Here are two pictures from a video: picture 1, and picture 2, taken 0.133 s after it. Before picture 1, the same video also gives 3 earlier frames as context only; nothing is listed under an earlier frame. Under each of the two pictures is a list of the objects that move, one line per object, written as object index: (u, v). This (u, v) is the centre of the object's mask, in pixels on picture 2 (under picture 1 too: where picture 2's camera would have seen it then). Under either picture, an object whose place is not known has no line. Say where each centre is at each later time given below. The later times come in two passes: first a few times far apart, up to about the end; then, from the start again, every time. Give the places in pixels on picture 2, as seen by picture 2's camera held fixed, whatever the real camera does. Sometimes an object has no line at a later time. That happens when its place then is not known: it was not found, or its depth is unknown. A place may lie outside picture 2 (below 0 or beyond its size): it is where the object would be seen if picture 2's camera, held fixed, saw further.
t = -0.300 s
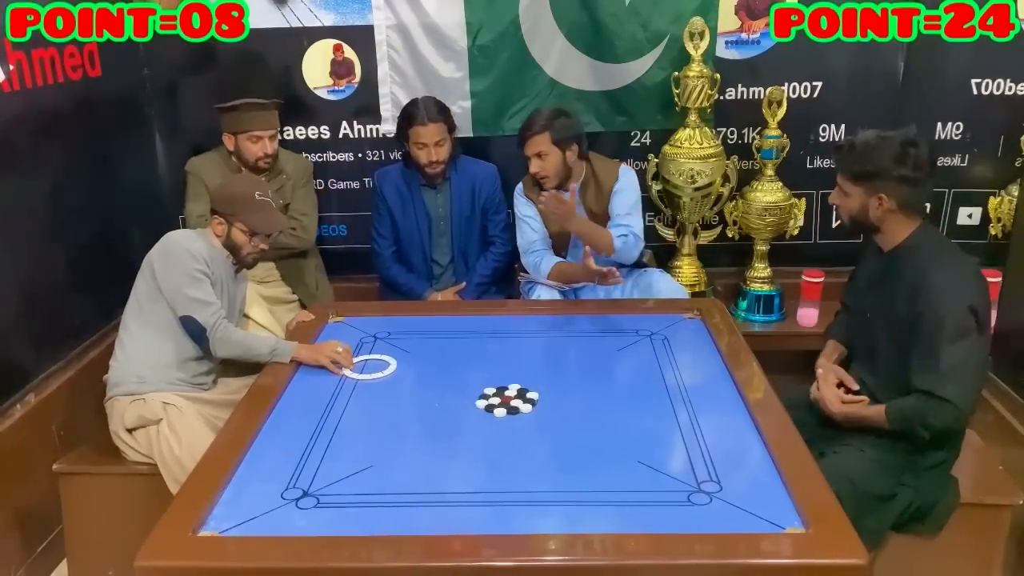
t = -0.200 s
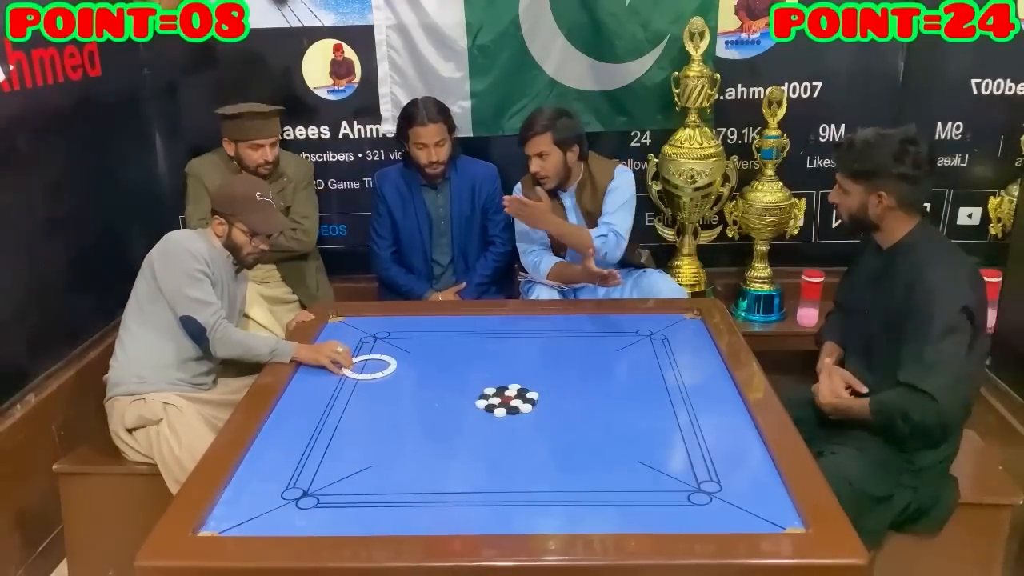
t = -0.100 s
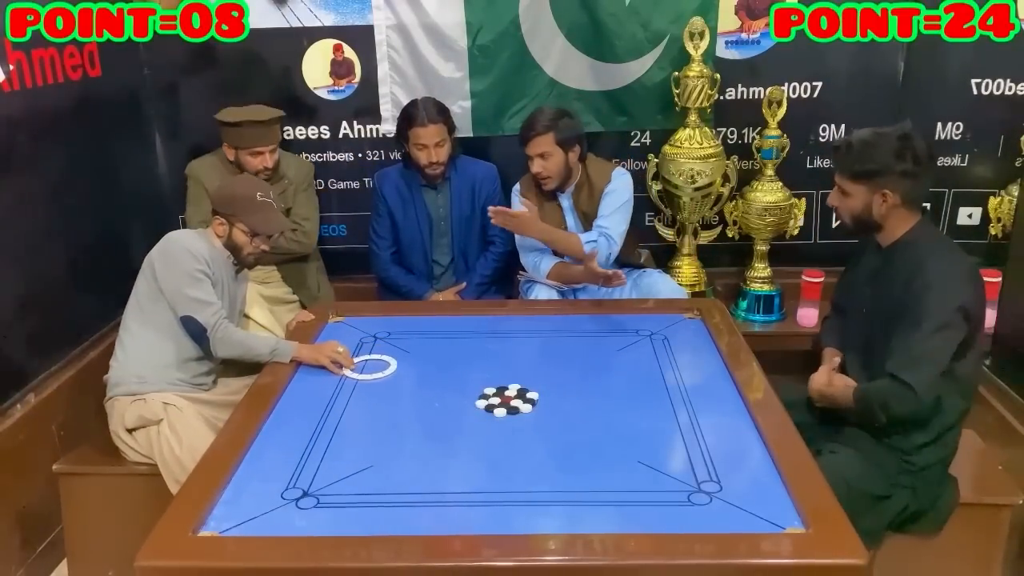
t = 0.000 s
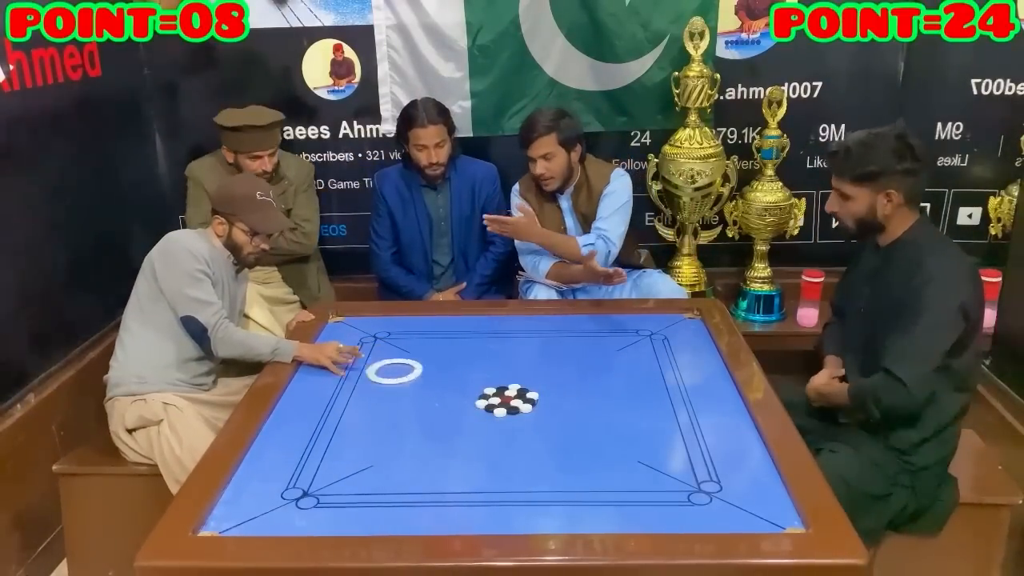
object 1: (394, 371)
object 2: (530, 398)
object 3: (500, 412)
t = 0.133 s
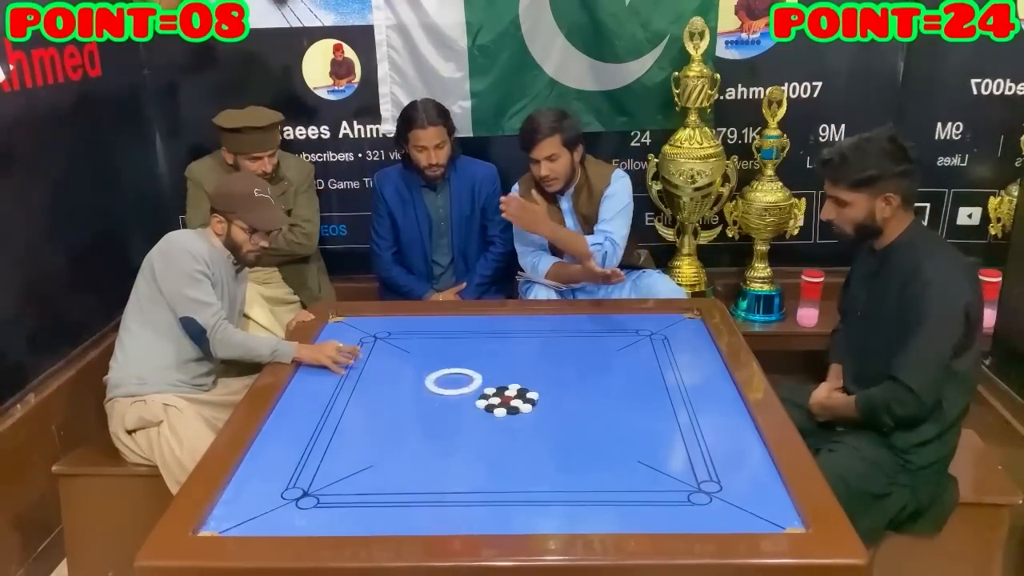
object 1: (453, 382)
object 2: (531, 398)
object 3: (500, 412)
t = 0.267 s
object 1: (479, 381)
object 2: (554, 400)
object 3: (496, 420)
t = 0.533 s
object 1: (514, 377)
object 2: (632, 412)
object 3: (487, 440)
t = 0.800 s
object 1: (546, 373)
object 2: (704, 420)
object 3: (478, 458)
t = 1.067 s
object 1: (575, 369)
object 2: (728, 426)
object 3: (468, 475)
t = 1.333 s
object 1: (601, 367)
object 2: (675, 431)
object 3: (459, 491)
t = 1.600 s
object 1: (623, 363)
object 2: (623, 436)
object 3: (451, 503)
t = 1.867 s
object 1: (638, 362)
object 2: (573, 441)
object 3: (444, 512)
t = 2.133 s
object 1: (647, 362)
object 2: (526, 444)
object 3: (439, 517)
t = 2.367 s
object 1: (653, 361)
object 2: (487, 446)
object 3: (437, 519)
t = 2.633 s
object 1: (655, 361)
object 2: (445, 449)
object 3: (428, 515)
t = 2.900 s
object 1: (655, 361)
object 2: (406, 452)
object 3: (421, 514)
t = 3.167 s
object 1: (655, 361)
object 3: (416, 514)
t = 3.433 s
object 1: (655, 361)
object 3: (413, 513)
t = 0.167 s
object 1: (465, 383)
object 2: (533, 398)
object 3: (500, 412)
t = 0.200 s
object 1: (469, 382)
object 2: (540, 399)
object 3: (499, 414)
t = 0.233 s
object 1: (474, 382)
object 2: (546, 399)
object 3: (497, 417)
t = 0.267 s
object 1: (479, 381)
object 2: (554, 400)
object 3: (496, 420)
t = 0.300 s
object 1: (484, 381)
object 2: (568, 406)
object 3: (495, 422)
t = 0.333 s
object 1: (488, 380)
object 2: (577, 407)
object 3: (494, 425)
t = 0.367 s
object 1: (493, 380)
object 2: (586, 408)
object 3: (493, 427)
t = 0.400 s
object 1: (497, 379)
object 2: (595, 409)
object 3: (492, 430)
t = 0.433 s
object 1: (502, 379)
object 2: (605, 410)
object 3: (491, 432)
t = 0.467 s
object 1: (506, 378)
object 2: (614, 410)
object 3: (490, 435)
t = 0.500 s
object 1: (510, 377)
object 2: (623, 411)
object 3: (489, 437)
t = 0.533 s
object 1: (514, 377)
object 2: (632, 412)
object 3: (487, 440)
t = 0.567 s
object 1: (518, 377)
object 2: (641, 414)
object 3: (486, 442)
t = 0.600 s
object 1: (523, 376)
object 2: (650, 414)
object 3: (485, 444)
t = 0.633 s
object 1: (527, 376)
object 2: (659, 415)
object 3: (484, 447)
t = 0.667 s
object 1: (530, 375)
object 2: (668, 416)
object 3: (482, 449)
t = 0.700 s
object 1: (535, 375)
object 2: (677, 417)
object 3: (481, 451)
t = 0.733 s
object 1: (538, 374)
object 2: (686, 418)
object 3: (480, 454)
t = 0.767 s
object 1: (542, 374)
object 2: (695, 419)
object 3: (479, 456)
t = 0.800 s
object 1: (546, 373)
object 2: (704, 420)
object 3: (478, 458)
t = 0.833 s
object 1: (550, 373)
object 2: (713, 420)
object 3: (476, 460)
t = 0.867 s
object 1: (554, 372)
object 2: (722, 421)
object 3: (475, 463)
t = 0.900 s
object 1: (557, 372)
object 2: (731, 422)
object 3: (474, 465)
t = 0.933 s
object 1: (561, 371)
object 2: (740, 423)
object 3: (473, 467)
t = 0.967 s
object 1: (565, 371)
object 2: (750, 424)
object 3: (471, 469)
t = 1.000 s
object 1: (568, 370)
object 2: (741, 425)
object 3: (470, 471)
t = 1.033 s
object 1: (572, 370)
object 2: (735, 425)
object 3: (469, 474)
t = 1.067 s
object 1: (575, 369)
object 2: (728, 426)
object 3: (468, 475)
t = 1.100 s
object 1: (579, 369)
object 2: (721, 427)
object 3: (466, 478)
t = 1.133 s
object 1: (582, 369)
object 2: (715, 428)
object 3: (465, 480)
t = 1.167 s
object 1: (585, 368)
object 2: (708, 428)
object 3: (464, 482)
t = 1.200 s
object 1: (589, 368)
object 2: (701, 429)
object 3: (463, 484)
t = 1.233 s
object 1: (592, 368)
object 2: (695, 429)
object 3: (462, 486)
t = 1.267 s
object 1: (595, 367)
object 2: (688, 430)
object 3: (461, 487)
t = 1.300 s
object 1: (598, 367)
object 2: (681, 431)
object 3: (460, 489)
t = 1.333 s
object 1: (601, 367)
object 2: (675, 431)
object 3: (459, 491)
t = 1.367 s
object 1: (604, 366)
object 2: (668, 432)
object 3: (458, 493)
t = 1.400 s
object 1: (607, 366)
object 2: (662, 432)
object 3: (457, 494)
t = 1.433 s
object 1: (610, 365)
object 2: (655, 433)
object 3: (456, 496)
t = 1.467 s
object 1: (613, 365)
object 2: (649, 434)
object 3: (455, 498)
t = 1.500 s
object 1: (615, 364)
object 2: (642, 434)
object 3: (454, 499)
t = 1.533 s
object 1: (618, 364)
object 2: (636, 435)
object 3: (453, 501)
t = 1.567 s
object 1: (620, 364)
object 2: (630, 435)
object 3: (452, 502)
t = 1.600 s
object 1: (623, 363)
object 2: (623, 436)
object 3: (451, 503)
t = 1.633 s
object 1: (625, 363)
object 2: (617, 437)
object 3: (450, 505)
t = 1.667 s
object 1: (628, 363)
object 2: (611, 437)
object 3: (449, 506)
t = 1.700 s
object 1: (630, 363)
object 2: (604, 438)
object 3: (448, 507)
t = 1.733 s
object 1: (631, 363)
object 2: (598, 439)
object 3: (447, 508)
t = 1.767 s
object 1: (633, 363)
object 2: (592, 439)
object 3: (446, 509)
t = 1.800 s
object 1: (635, 362)
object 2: (585, 440)
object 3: (446, 510)
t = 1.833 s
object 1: (636, 362)
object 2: (579, 440)
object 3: (445, 511)
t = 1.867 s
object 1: (638, 362)
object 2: (573, 441)
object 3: (444, 512)
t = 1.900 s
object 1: (639, 362)
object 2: (567, 441)
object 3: (443, 513)
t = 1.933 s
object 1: (641, 362)
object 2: (561, 442)
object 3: (442, 514)
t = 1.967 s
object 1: (642, 362)
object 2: (555, 442)
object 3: (442, 514)
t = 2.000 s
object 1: (643, 362)
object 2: (549, 442)
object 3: (441, 515)
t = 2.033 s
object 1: (644, 362)
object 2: (543, 442)
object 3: (440, 515)
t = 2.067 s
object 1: (645, 362)
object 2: (537, 443)
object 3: (440, 516)
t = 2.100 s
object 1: (646, 362)
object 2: (531, 443)
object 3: (439, 516)
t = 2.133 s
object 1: (647, 362)
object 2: (526, 444)
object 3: (439, 517)
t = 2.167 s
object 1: (648, 362)
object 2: (520, 444)
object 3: (438, 517)
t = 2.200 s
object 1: (649, 361)
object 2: (514, 445)
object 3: (438, 518)
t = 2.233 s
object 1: (650, 361)
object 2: (509, 445)
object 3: (438, 518)
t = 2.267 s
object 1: (651, 361)
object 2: (503, 446)
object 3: (437, 518)
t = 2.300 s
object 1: (651, 361)
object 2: (498, 446)
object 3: (437, 519)
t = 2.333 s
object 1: (652, 361)
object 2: (492, 446)
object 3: (437, 519)
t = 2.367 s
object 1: (653, 361)
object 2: (487, 446)
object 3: (437, 519)
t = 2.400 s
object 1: (653, 361)
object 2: (482, 447)
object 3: (436, 519)
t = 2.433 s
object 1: (653, 361)
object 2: (476, 447)
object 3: (436, 518)
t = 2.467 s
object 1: (654, 361)
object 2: (471, 448)
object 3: (435, 517)
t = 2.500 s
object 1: (654, 361)
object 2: (466, 448)
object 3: (433, 516)
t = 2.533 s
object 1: (654, 361)
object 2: (460, 448)
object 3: (431, 515)
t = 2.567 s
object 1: (655, 361)
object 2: (455, 449)
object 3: (430, 515)
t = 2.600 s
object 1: (655, 361)
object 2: (450, 449)
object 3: (429, 515)
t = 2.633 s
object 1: (655, 361)
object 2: (445, 449)
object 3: (428, 515)
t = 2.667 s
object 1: (655, 360)
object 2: (440, 449)
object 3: (427, 515)
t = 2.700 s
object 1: (655, 360)
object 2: (435, 450)
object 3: (426, 515)
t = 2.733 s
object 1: (655, 361)
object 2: (430, 450)
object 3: (425, 515)
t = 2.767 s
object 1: (656, 360)
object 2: (425, 451)
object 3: (424, 515)
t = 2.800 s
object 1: (655, 361)
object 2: (421, 451)
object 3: (423, 515)
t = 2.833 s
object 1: (656, 360)
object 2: (416, 451)
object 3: (423, 515)
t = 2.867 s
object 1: (655, 361)
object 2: (411, 452)
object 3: (422, 515)
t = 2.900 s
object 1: (655, 361)
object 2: (406, 452)
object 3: (421, 514)
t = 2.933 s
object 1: (656, 360)
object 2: (402, 452)
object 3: (420, 514)
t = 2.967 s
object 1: (655, 361)
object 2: (397, 452)
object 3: (420, 514)
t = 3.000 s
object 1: (655, 361)
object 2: (393, 453)
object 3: (419, 514)
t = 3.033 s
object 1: (655, 361)
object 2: (389, 453)
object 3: (418, 514)
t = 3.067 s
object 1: (655, 361)
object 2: (384, 453)
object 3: (418, 514)
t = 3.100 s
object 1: (655, 361)
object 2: (380, 453)
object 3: (417, 514)
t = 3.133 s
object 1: (655, 361)
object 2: (375, 454)
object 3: (417, 514)
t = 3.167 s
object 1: (655, 361)
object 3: (416, 514)
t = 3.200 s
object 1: (655, 361)
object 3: (416, 514)
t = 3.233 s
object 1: (655, 361)
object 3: (415, 514)
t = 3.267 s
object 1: (655, 361)
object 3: (415, 514)
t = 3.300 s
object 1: (655, 361)
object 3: (414, 514)
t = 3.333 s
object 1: (655, 361)
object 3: (414, 514)
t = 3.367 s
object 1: (655, 361)
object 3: (414, 513)
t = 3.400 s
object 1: (655, 361)
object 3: (413, 513)
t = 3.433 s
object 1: (655, 361)
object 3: (413, 513)
